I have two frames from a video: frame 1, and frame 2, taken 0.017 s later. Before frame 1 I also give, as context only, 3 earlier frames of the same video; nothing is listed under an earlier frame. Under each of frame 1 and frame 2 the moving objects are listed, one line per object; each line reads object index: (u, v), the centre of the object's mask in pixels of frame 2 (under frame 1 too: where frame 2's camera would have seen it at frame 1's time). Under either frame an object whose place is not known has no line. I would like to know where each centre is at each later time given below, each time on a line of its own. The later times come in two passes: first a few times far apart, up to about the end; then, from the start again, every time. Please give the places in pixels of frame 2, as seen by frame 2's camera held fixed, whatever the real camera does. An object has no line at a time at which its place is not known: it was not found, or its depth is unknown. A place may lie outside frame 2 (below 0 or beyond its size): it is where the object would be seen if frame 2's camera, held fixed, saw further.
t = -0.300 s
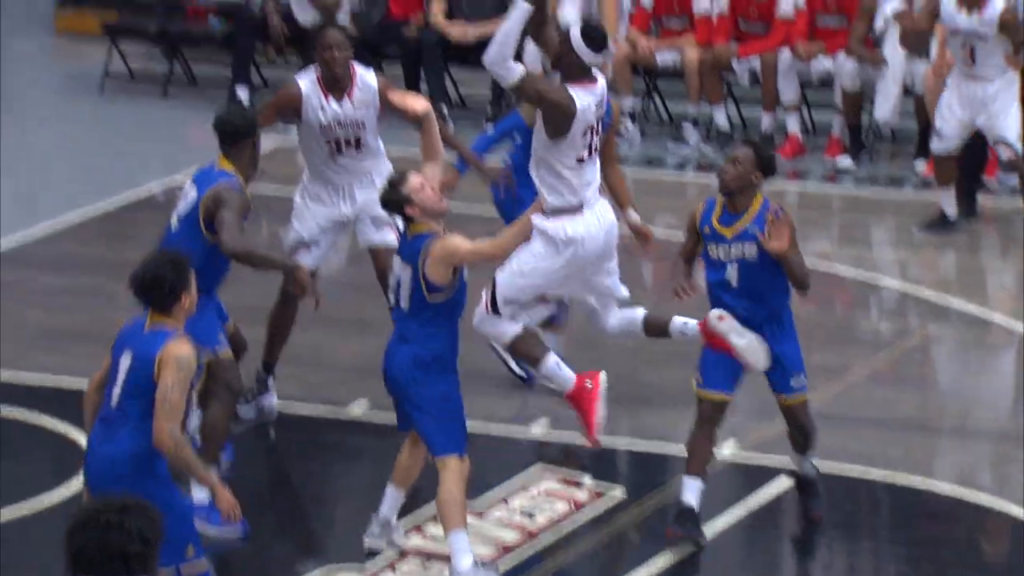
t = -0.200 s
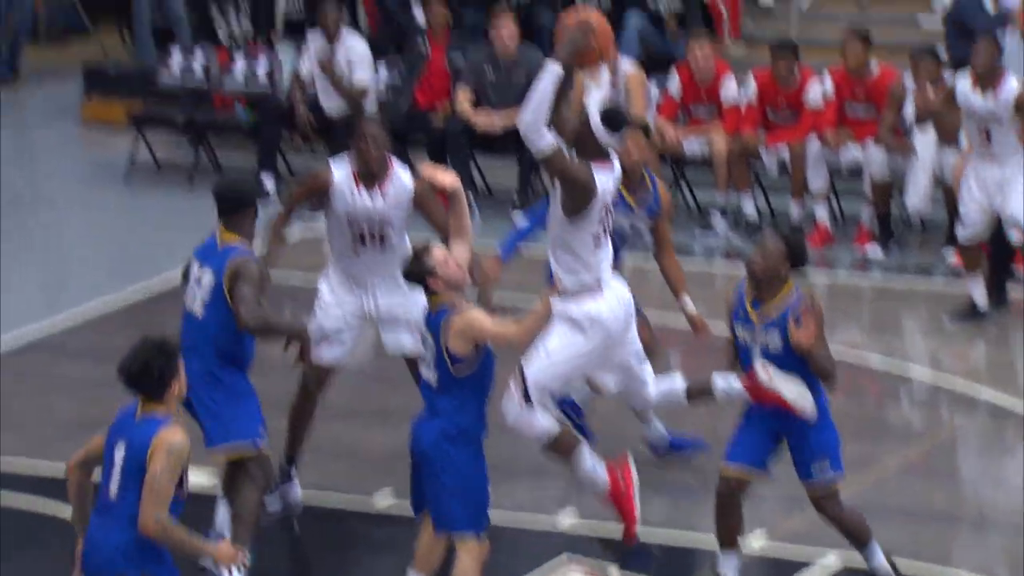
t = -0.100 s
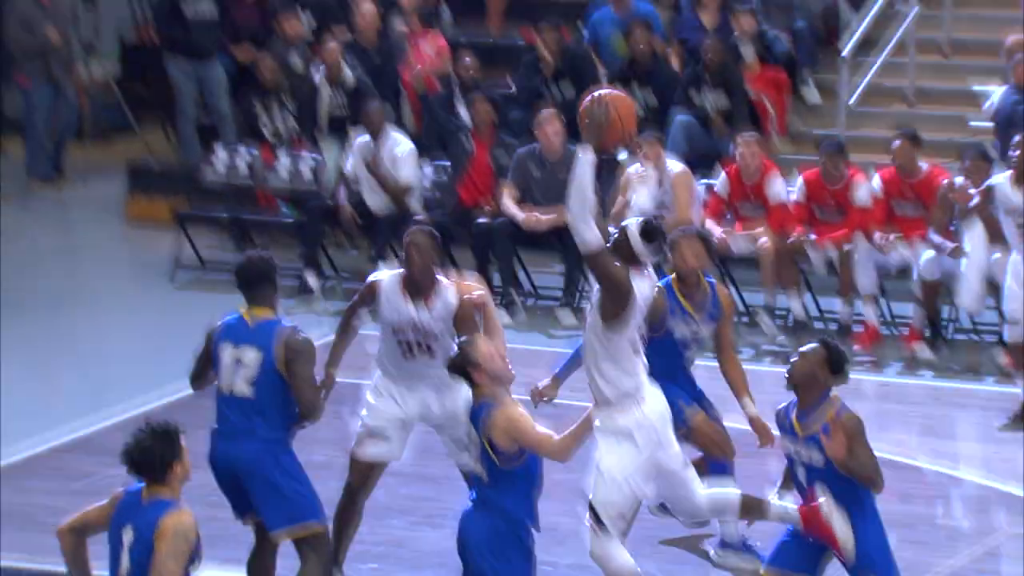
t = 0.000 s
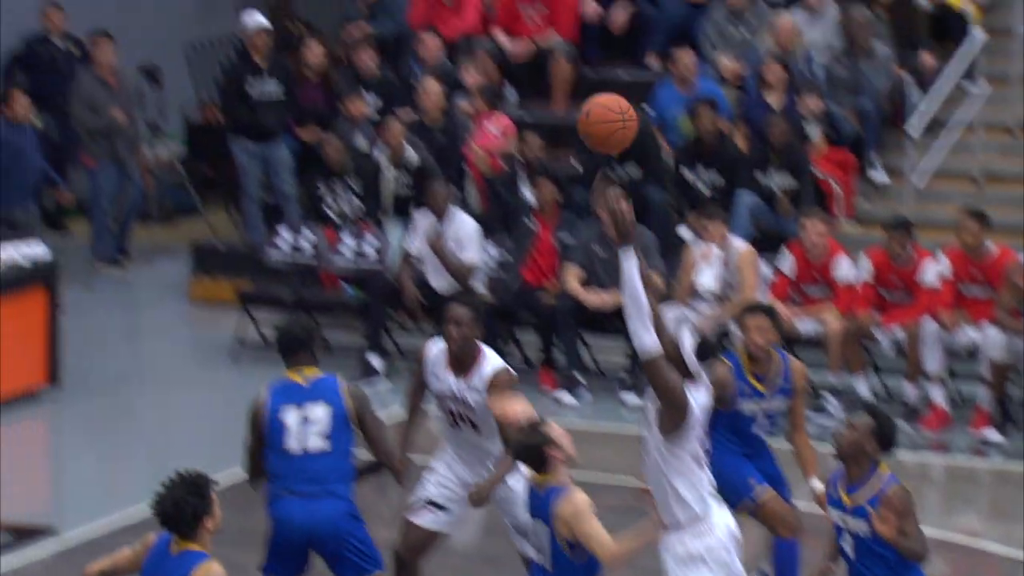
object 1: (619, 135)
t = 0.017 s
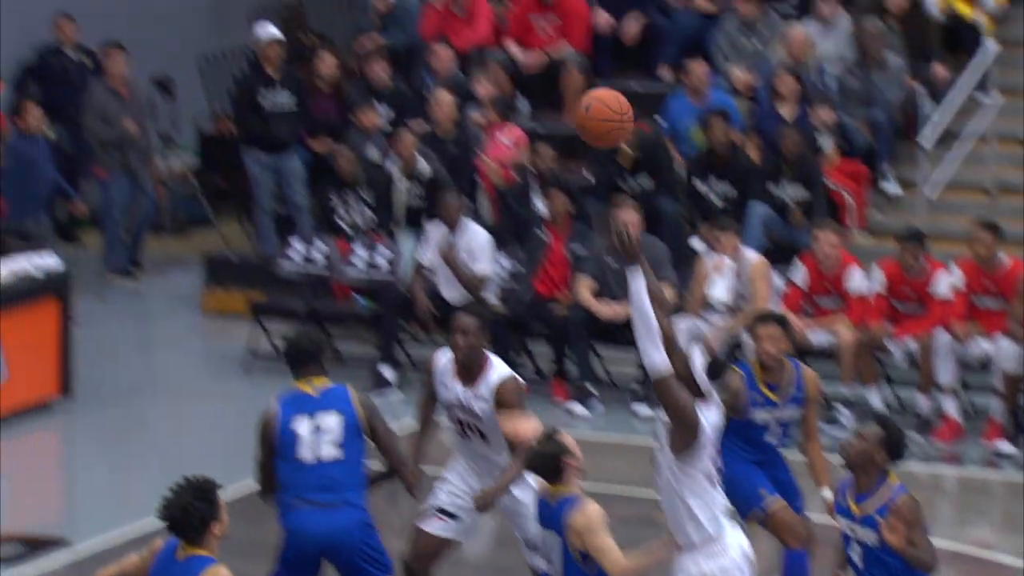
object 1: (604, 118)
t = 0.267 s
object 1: (373, -52)
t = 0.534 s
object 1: (141, -72)
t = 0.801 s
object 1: (-71, 64)
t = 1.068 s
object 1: (-64, 188)
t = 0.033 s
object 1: (587, 101)
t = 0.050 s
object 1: (572, 86)
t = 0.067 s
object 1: (557, 72)
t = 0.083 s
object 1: (541, 57)
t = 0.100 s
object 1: (525, 44)
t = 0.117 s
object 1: (510, 31)
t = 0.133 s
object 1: (495, 20)
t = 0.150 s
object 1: (480, 8)
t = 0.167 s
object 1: (464, -3)
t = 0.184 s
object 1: (449, -13)
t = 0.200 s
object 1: (433, -23)
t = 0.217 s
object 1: (418, -31)
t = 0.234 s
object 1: (403, -38)
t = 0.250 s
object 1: (388, -46)
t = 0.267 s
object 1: (373, -52)
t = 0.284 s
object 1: (358, -59)
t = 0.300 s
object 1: (343, -64)
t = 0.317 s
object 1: (328, -69)
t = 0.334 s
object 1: (314, -73)
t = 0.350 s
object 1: (299, -77)
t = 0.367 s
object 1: (285, -80)
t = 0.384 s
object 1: (270, -81)
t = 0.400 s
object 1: (256, -83)
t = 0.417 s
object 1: (241, -83)
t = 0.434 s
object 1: (226, -83)
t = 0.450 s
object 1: (213, -83)
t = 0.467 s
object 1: (198, -82)
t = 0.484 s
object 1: (184, -81)
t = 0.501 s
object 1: (170, -78)
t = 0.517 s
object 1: (156, -75)
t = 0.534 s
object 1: (141, -72)
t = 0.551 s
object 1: (128, -67)
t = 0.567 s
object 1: (114, -63)
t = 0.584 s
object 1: (100, -58)
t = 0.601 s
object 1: (86, -51)
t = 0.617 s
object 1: (73, -45)
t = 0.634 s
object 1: (59, -38)
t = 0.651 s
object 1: (45, -30)
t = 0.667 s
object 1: (32, -21)
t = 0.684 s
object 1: (20, -12)
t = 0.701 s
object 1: (6, -2)
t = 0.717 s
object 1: (-7, 8)
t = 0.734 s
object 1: (-20, 19)
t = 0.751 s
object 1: (-34, 30)
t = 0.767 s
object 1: (-47, 43)
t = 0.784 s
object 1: (-59, 54)
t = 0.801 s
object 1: (-71, 64)
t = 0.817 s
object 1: (-68, 68)
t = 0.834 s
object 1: (-58, 79)
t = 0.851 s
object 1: (-48, 91)
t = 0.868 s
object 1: (-43, 97)
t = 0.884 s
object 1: (-44, 101)
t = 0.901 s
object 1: (-45, 110)
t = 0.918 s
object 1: (-50, 113)
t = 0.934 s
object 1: (-53, 118)
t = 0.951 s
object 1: (-52, 124)
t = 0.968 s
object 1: (-51, 142)
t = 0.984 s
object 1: (-53, 152)
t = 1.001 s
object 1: (-53, 160)
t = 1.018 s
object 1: (-55, 169)
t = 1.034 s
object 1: (-59, 181)
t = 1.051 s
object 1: (-61, 184)
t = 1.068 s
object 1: (-64, 188)
